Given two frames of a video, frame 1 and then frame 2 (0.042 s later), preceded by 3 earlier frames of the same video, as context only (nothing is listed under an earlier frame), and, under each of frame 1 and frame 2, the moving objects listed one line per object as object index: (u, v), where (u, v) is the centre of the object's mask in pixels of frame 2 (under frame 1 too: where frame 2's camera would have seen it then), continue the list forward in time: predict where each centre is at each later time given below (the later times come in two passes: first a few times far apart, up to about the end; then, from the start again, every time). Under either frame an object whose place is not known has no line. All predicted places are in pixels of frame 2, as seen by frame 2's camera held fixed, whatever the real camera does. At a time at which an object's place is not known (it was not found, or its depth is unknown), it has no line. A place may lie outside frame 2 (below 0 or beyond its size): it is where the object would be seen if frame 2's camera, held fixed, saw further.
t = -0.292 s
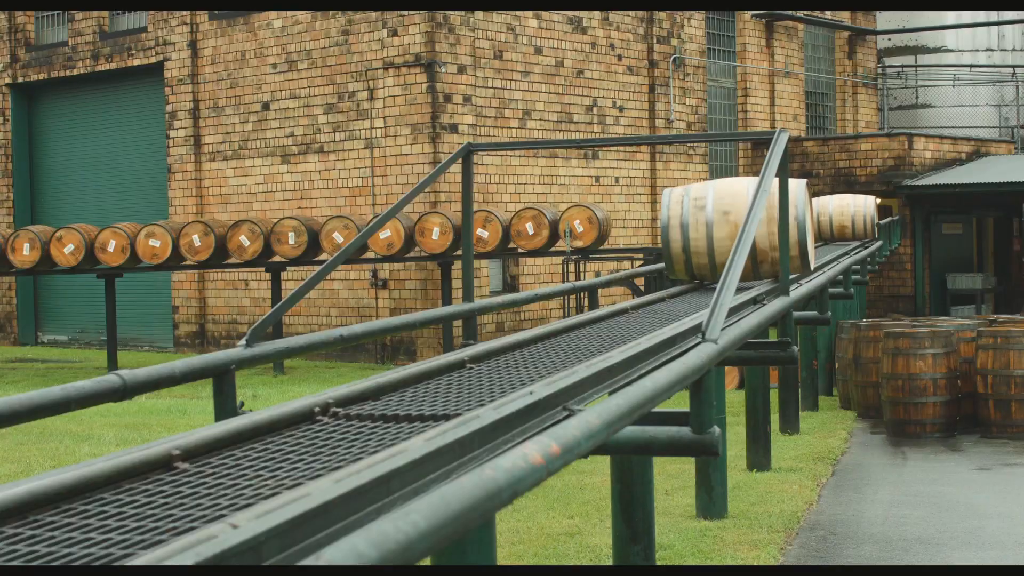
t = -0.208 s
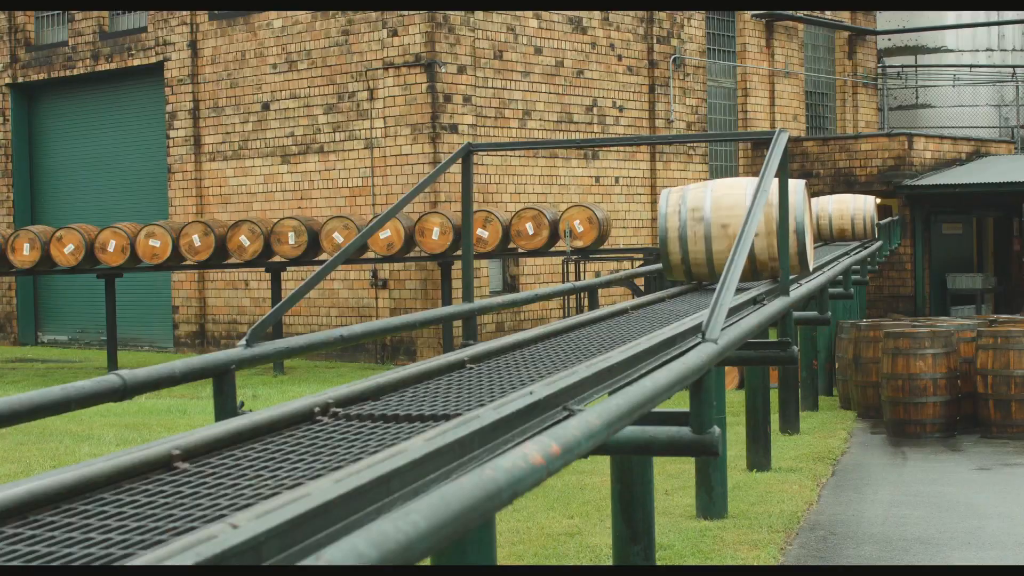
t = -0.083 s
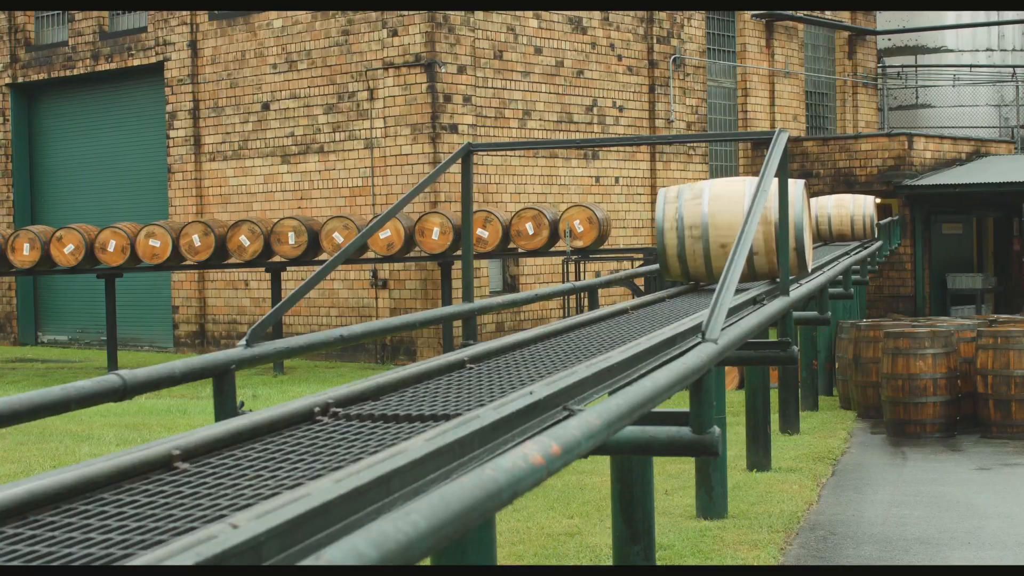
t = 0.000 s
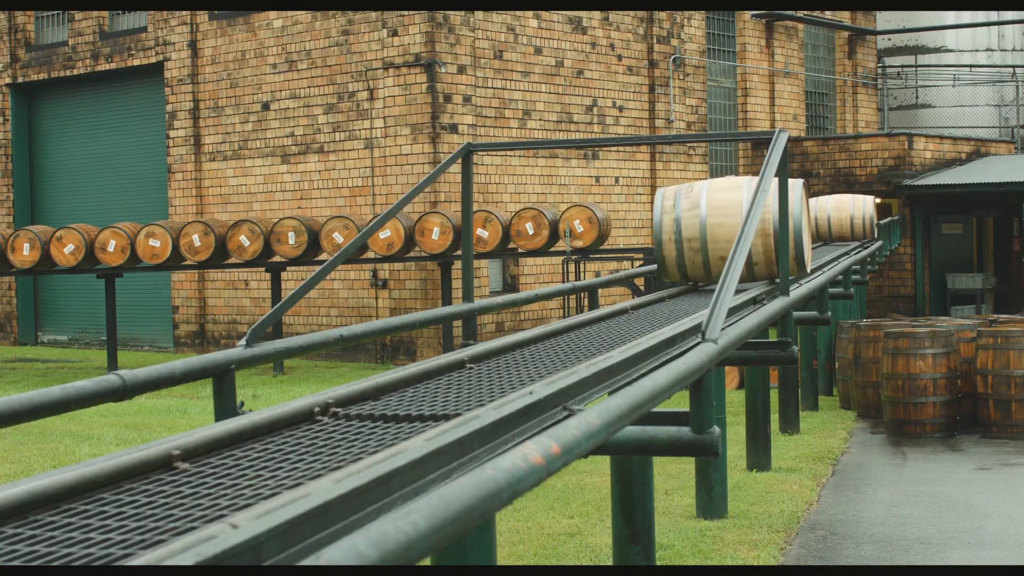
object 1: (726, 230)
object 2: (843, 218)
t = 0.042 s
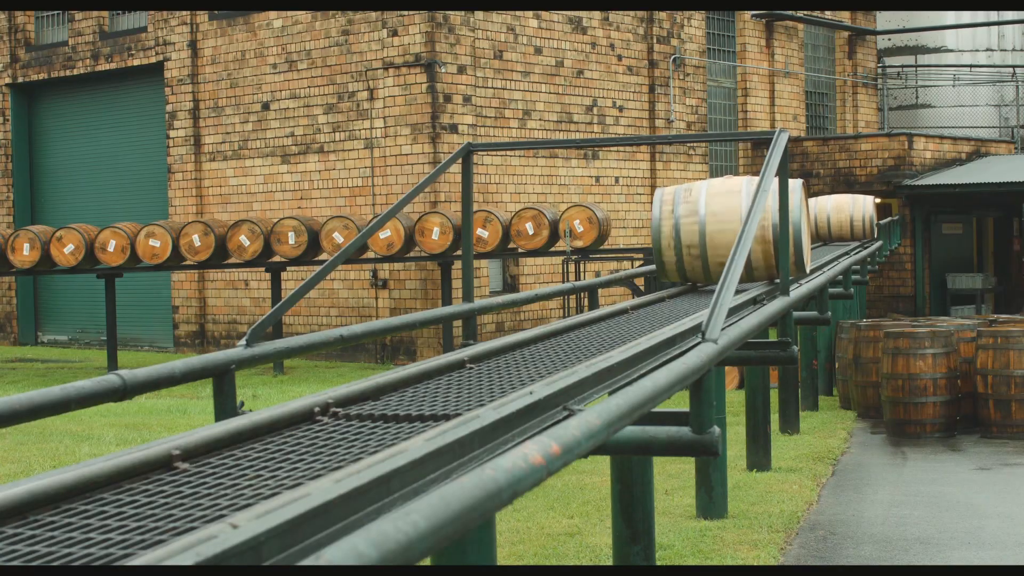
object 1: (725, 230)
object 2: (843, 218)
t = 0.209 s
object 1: (710, 231)
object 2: (842, 218)
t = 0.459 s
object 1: (706, 231)
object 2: (840, 218)
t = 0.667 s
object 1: (703, 231)
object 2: (839, 218)
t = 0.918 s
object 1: (698, 232)
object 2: (838, 218)
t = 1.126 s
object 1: (681, 229)
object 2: (837, 218)
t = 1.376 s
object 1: (677, 230)
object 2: (836, 218)
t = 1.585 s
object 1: (673, 231)
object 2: (835, 218)
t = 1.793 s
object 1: (668, 231)
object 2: (834, 218)
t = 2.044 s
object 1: (663, 232)
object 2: (833, 218)
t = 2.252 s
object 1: (659, 233)
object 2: (832, 218)
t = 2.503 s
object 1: (654, 233)
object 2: (831, 218)
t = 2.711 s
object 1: (649, 234)
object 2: (831, 219)
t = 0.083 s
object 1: (724, 230)
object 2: (843, 218)
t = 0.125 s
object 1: (724, 230)
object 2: (842, 218)
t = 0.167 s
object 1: (723, 230)
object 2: (842, 218)
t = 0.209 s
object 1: (710, 231)
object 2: (842, 218)
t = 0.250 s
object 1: (709, 231)
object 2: (841, 218)
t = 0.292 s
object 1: (709, 231)
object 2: (841, 218)
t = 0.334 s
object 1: (708, 231)
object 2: (841, 218)
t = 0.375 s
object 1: (708, 231)
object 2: (841, 218)
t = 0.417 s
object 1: (707, 231)
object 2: (840, 218)
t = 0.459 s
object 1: (706, 231)
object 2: (840, 218)
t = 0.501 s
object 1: (706, 231)
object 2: (840, 218)
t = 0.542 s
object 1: (705, 231)
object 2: (840, 218)
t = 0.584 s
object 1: (704, 231)
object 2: (839, 218)
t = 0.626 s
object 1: (703, 232)
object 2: (839, 218)
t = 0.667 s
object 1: (703, 231)
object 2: (839, 218)
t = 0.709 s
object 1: (702, 232)
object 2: (839, 218)
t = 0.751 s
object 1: (701, 232)
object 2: (839, 218)
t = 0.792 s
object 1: (701, 231)
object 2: (838, 218)
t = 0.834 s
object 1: (700, 232)
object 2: (838, 218)
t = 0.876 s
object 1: (699, 232)
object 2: (838, 218)
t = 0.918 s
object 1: (698, 232)
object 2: (838, 218)
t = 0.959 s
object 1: (684, 229)
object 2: (838, 218)
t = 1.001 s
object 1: (684, 229)
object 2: (838, 218)
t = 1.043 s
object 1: (683, 229)
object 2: (838, 218)
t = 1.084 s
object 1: (682, 229)
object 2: (837, 218)
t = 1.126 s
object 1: (681, 229)
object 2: (837, 218)
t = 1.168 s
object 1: (680, 229)
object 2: (837, 218)
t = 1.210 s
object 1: (680, 229)
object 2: (837, 218)
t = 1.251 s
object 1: (679, 229)
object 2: (837, 218)
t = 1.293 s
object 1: (679, 229)
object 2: (837, 218)
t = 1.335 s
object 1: (678, 230)
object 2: (836, 218)
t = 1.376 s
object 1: (677, 230)
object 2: (836, 218)
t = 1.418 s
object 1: (676, 230)
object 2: (836, 218)
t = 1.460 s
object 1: (675, 230)
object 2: (836, 218)
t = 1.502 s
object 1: (674, 230)
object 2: (836, 218)
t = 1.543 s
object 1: (673, 230)
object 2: (835, 218)
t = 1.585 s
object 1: (673, 231)
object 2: (835, 218)
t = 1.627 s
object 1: (672, 231)
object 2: (835, 218)
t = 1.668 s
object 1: (671, 231)
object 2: (835, 218)
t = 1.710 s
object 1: (670, 231)
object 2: (835, 218)
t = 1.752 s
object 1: (669, 231)
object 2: (834, 218)
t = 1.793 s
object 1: (668, 231)
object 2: (834, 218)
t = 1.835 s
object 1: (667, 231)
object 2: (834, 218)
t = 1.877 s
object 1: (667, 231)
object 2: (834, 218)
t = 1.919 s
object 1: (666, 231)
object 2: (834, 218)
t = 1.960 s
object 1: (665, 232)
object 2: (833, 218)
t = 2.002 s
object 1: (664, 232)
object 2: (833, 218)
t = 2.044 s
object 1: (663, 232)
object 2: (833, 218)
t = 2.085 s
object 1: (663, 232)
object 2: (833, 218)
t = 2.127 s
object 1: (662, 232)
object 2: (833, 218)
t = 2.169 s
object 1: (661, 232)
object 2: (833, 218)
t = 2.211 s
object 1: (660, 232)
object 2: (832, 218)
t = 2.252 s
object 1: (659, 233)
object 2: (832, 218)
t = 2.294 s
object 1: (659, 232)
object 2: (832, 218)
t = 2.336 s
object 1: (658, 233)
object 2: (832, 218)
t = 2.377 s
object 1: (657, 233)
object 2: (832, 218)
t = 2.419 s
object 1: (656, 233)
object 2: (832, 219)
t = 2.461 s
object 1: (655, 234)
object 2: (832, 218)
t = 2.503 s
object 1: (654, 233)
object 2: (831, 218)
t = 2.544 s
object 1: (653, 234)
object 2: (831, 218)
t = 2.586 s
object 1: (653, 234)
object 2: (831, 219)
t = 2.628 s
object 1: (651, 234)
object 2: (831, 219)
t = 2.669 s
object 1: (650, 234)
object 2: (831, 219)
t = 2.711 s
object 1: (649, 234)
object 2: (831, 219)
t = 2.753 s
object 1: (649, 235)
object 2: (831, 219)
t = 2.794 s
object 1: (648, 235)
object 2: (831, 219)
